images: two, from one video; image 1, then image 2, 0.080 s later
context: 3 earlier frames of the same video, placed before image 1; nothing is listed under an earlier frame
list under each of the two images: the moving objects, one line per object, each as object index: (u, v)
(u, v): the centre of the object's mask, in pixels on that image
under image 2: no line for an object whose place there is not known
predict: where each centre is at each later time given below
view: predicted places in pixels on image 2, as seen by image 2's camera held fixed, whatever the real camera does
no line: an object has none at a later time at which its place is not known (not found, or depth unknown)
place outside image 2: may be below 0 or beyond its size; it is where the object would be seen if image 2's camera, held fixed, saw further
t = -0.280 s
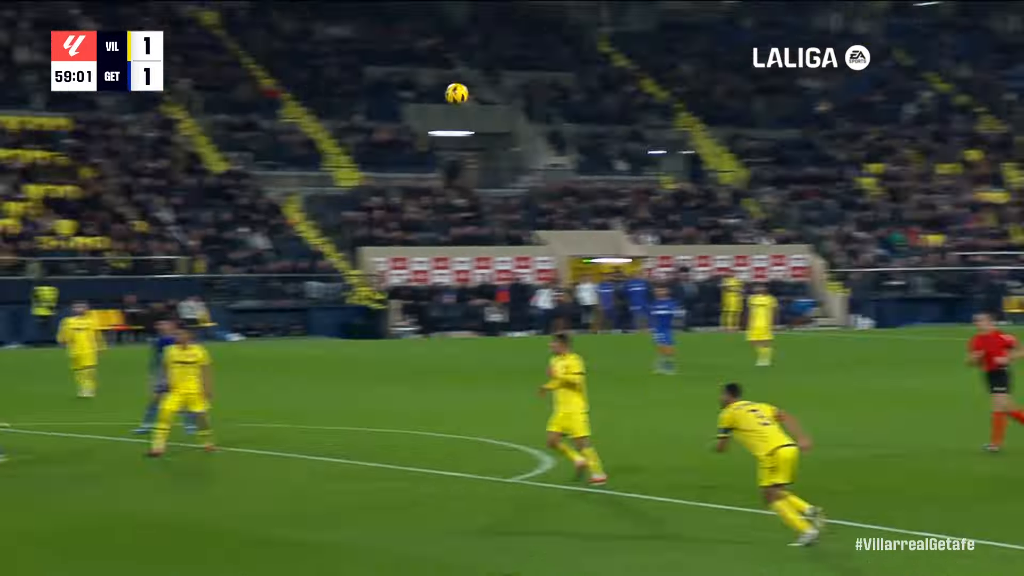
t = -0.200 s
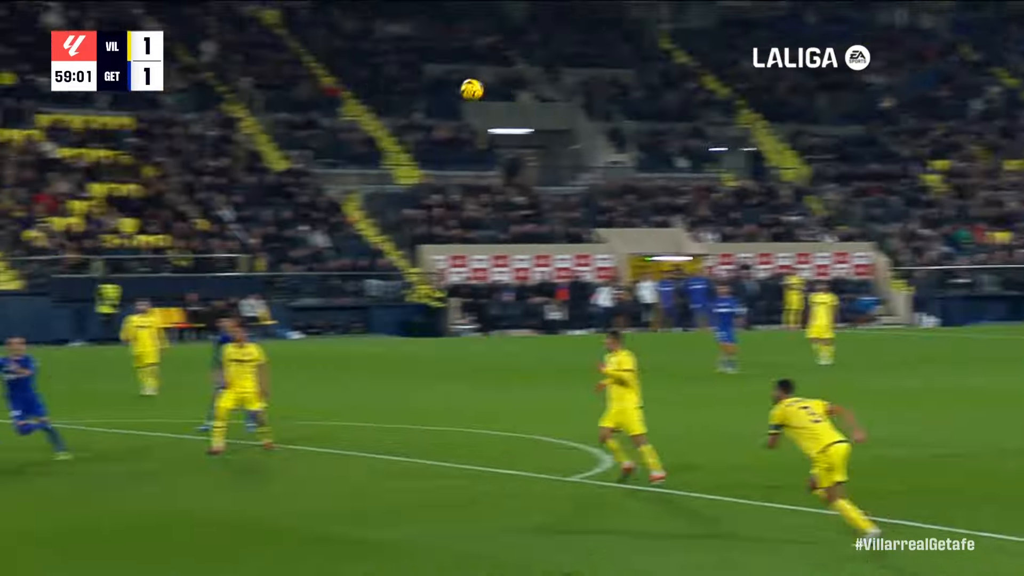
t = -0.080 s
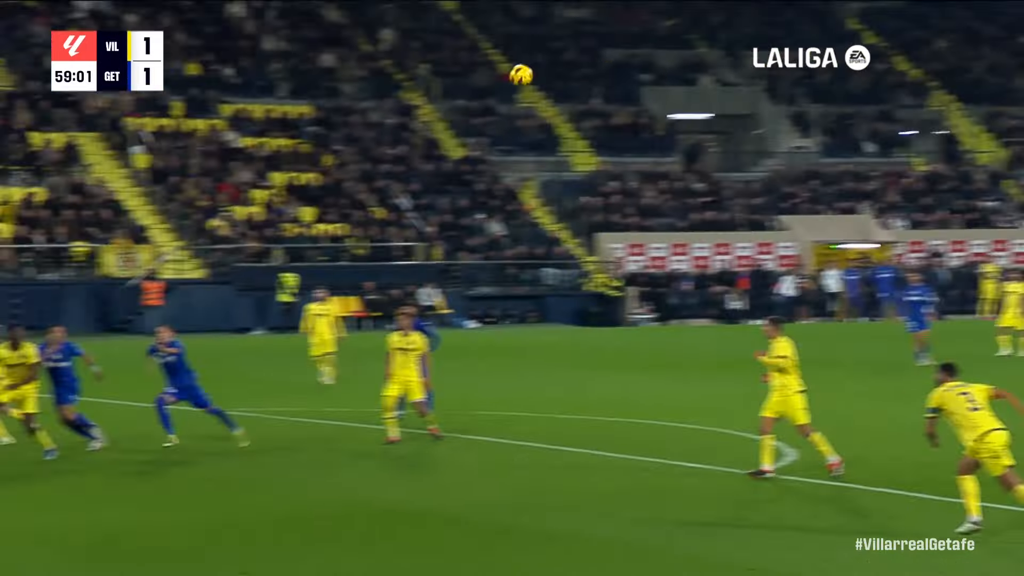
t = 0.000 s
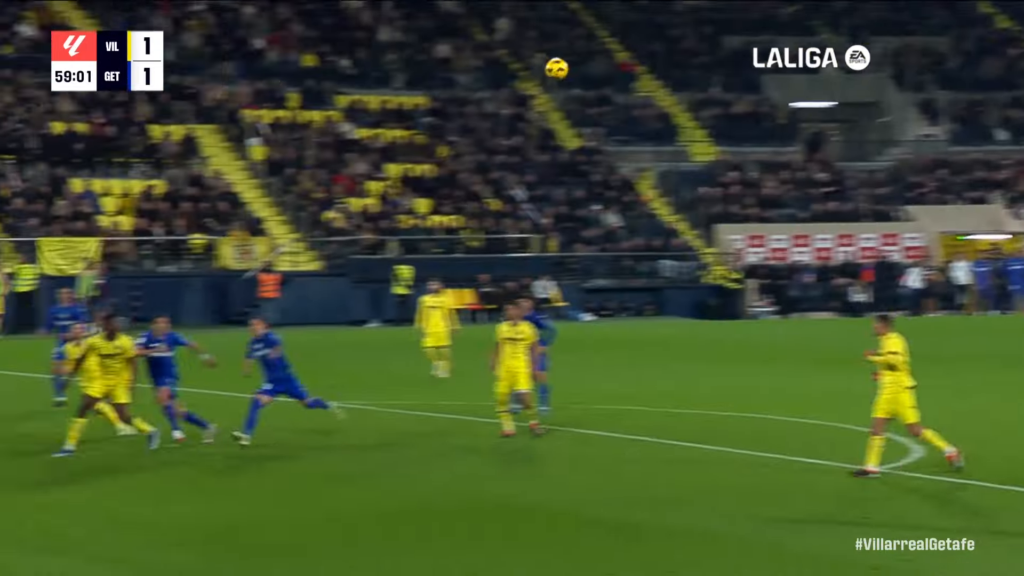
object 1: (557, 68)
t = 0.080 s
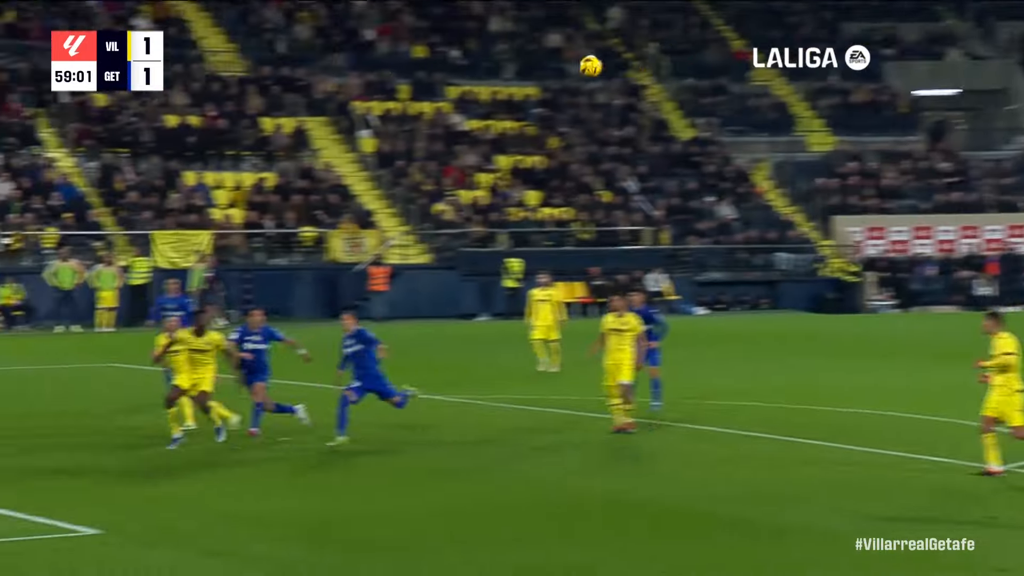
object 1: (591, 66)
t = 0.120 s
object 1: (553, 71)
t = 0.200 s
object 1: (480, 84)
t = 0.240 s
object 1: (444, 92)
